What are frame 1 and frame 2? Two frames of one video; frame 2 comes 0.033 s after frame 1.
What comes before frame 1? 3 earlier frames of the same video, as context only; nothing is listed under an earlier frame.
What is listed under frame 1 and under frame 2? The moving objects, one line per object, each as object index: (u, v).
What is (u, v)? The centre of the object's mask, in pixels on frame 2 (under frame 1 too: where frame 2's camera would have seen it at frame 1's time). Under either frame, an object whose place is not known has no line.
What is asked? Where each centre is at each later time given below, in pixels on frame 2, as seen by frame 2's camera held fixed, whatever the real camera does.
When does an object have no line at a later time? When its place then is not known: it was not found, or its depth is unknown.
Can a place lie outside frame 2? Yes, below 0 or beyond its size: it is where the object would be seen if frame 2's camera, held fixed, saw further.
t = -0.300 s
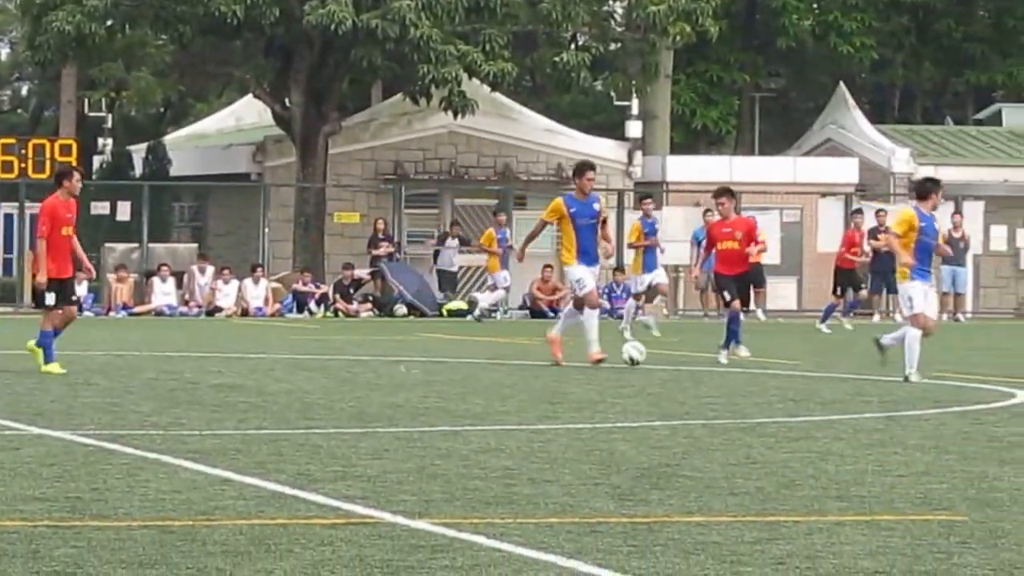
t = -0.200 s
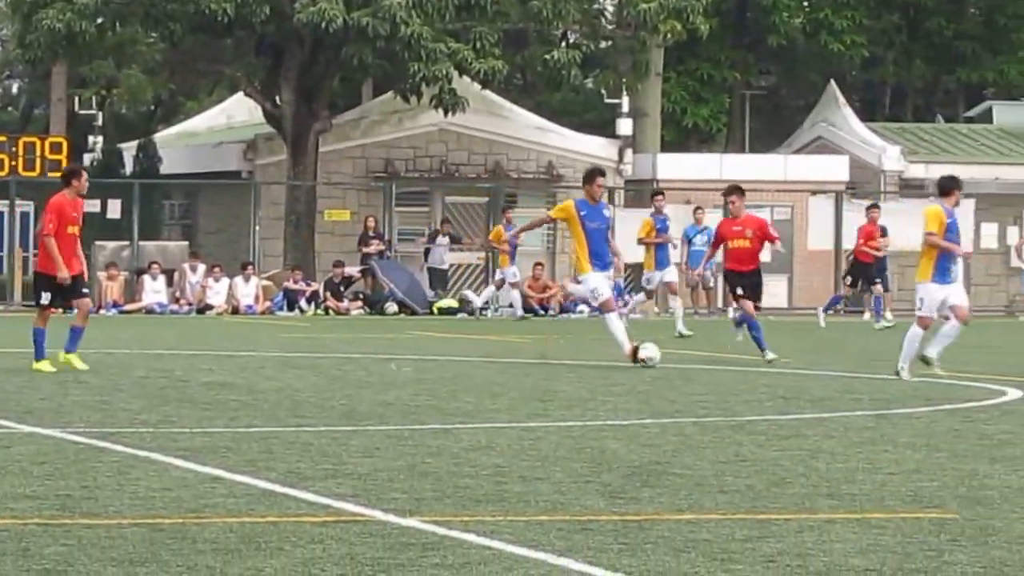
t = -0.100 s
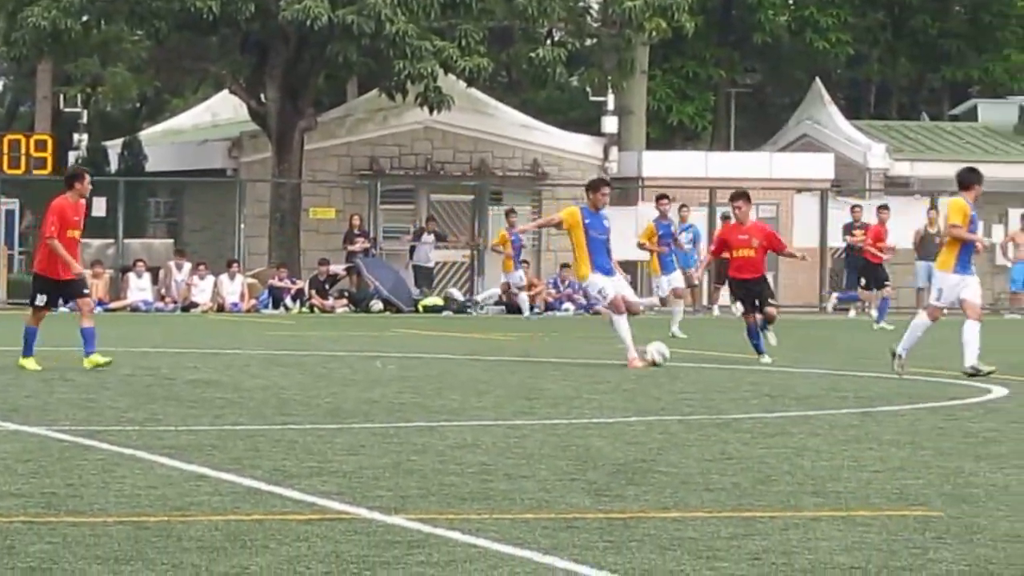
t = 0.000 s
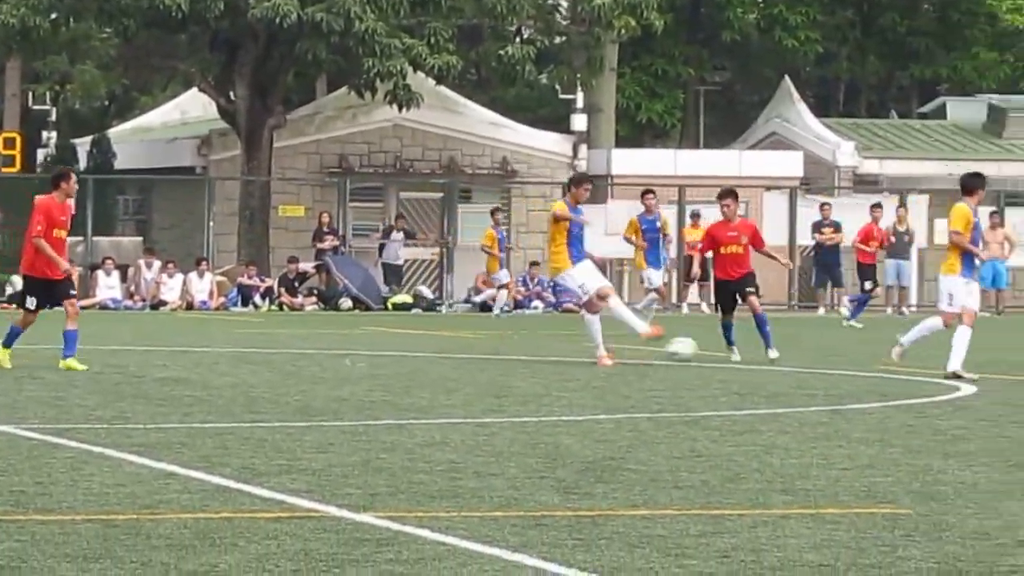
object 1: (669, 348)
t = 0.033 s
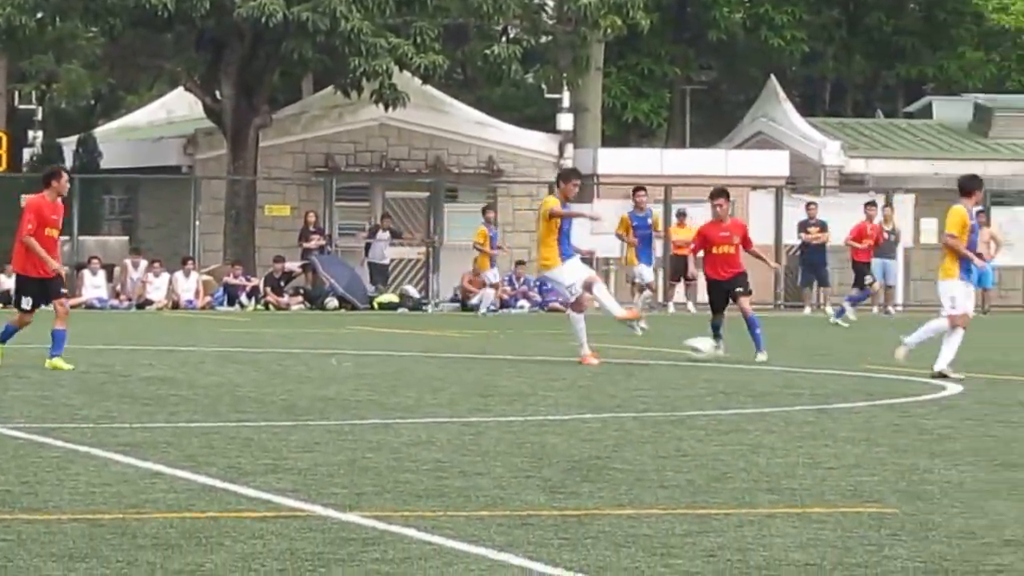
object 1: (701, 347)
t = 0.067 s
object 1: (732, 350)
